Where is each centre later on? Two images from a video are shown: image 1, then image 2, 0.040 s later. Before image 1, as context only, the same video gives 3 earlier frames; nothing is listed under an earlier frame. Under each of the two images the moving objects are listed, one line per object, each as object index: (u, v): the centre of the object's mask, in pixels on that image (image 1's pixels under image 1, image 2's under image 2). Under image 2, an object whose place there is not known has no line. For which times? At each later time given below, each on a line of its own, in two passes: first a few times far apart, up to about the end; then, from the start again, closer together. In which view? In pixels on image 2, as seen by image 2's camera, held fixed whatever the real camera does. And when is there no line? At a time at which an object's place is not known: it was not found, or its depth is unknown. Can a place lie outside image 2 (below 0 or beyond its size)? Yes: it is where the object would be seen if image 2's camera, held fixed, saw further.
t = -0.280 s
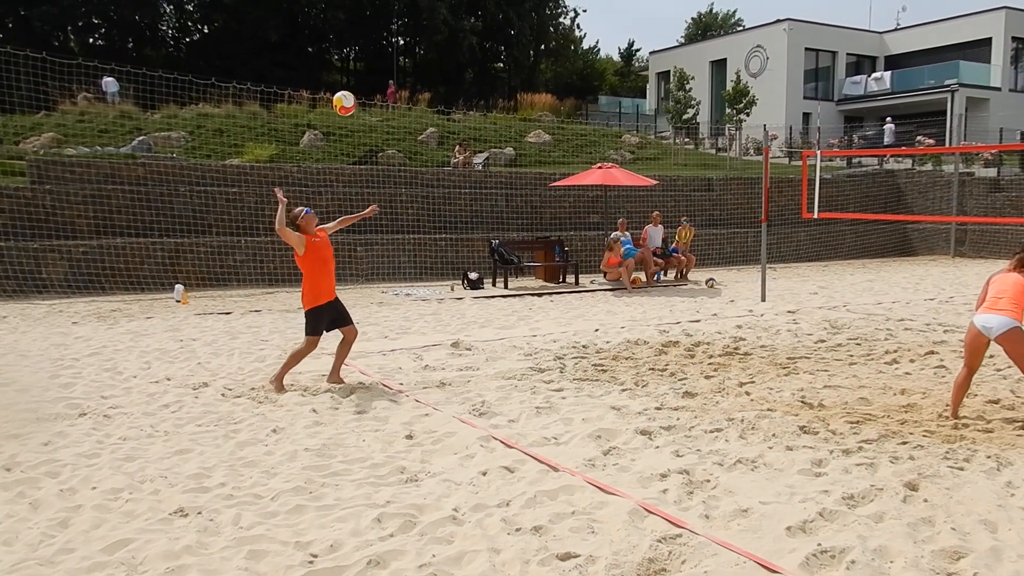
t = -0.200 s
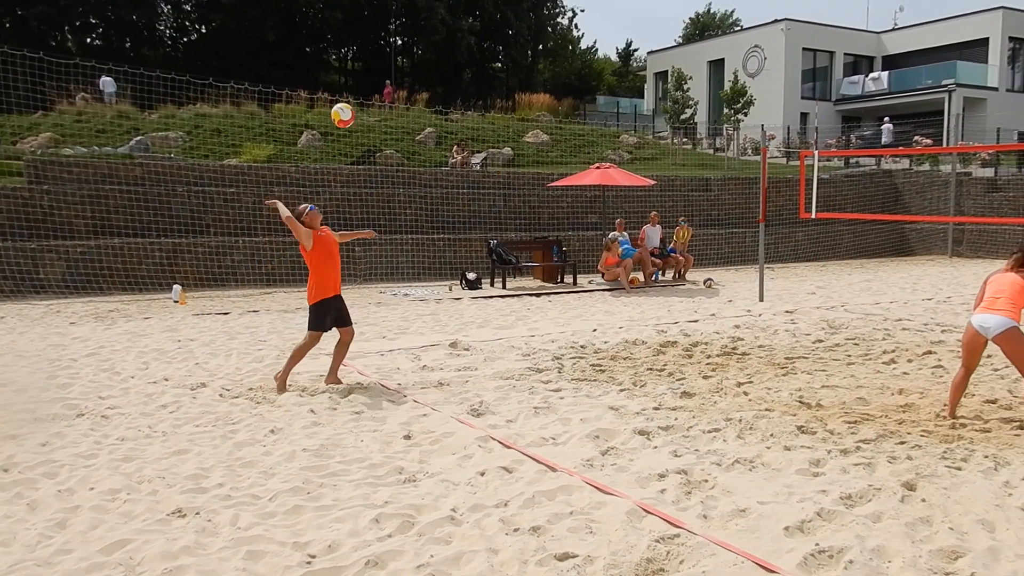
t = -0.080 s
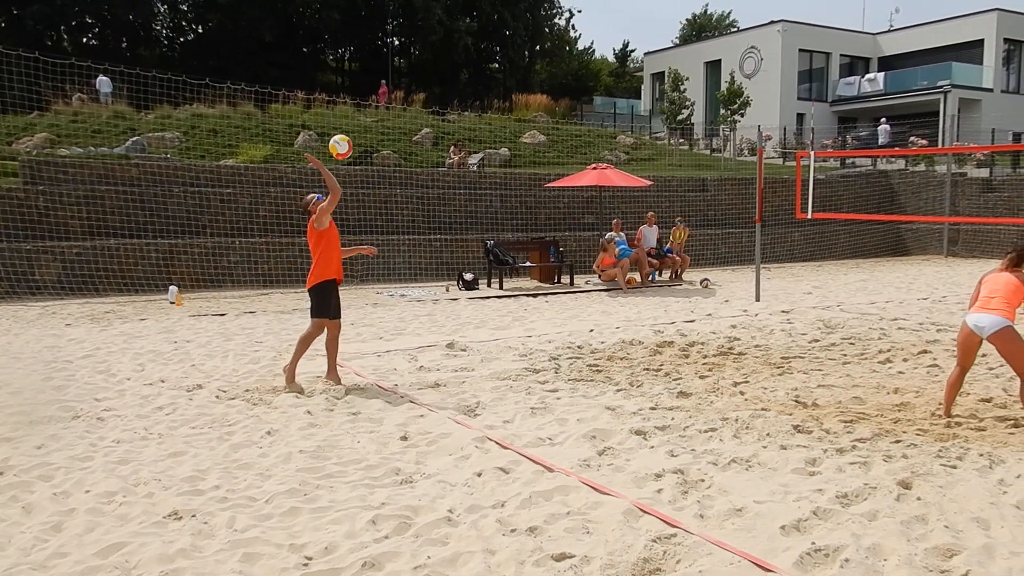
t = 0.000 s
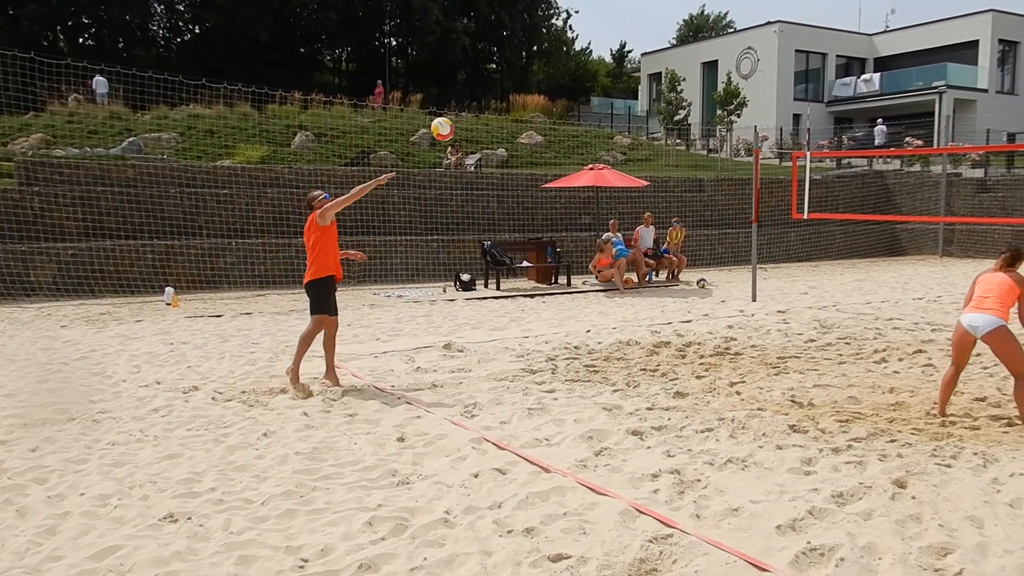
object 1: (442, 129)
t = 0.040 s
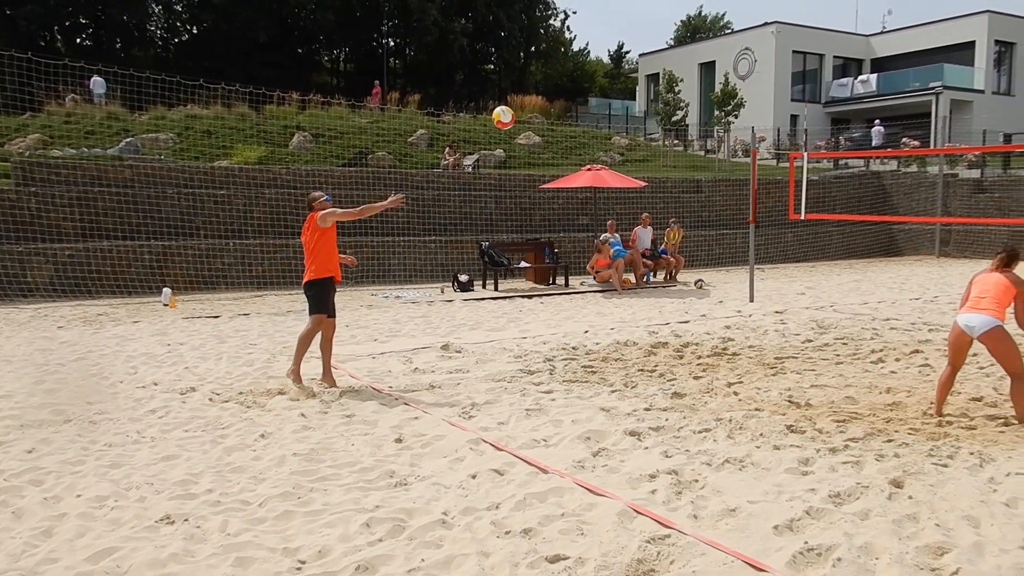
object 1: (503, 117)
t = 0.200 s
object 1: (736, 90)
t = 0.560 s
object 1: (1142, 138)
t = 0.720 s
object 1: (1186, 122)
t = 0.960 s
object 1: (1219, 83)
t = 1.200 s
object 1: (1247, 102)
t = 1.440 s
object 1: (1272, 188)
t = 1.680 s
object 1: (1289, 345)
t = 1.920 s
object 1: (1361, 354)
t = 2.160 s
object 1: (1449, 374)
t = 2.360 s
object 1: (1526, 400)
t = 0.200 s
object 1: (736, 90)
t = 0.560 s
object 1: (1142, 138)
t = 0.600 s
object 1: (1158, 139)
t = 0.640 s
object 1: (1171, 138)
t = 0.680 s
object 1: (1180, 132)
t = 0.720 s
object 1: (1186, 122)
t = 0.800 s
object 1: (1197, 103)
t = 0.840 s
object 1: (1203, 95)
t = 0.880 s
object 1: (1208, 90)
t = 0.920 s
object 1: (1213, 86)
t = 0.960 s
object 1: (1219, 83)
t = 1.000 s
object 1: (1224, 82)
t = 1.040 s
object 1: (1228, 83)
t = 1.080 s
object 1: (1232, 85)
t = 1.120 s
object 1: (1237, 89)
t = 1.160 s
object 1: (1242, 94)
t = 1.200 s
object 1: (1247, 102)
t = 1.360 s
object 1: (1264, 152)
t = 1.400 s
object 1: (1268, 169)
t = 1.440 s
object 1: (1272, 188)
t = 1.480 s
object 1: (1276, 209)
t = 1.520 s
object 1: (1279, 233)
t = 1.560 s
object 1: (1282, 258)
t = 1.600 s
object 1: (1284, 285)
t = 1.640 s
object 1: (1287, 314)
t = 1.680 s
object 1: (1289, 345)
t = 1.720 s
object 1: (1289, 378)
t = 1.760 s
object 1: (1302, 378)
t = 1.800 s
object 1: (1316, 370)
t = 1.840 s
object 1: (1330, 362)
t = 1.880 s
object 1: (1345, 357)
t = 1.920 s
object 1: (1361, 354)
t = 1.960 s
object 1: (1375, 352)
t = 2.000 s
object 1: (1391, 353)
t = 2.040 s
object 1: (1406, 355)
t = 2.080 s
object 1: (1421, 360)
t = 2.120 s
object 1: (1434, 367)
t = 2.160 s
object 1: (1449, 374)
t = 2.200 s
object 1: (1464, 384)
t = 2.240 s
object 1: (1478, 397)
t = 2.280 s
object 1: (1494, 399)
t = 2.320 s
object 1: (1510, 399)
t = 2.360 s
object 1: (1526, 400)
